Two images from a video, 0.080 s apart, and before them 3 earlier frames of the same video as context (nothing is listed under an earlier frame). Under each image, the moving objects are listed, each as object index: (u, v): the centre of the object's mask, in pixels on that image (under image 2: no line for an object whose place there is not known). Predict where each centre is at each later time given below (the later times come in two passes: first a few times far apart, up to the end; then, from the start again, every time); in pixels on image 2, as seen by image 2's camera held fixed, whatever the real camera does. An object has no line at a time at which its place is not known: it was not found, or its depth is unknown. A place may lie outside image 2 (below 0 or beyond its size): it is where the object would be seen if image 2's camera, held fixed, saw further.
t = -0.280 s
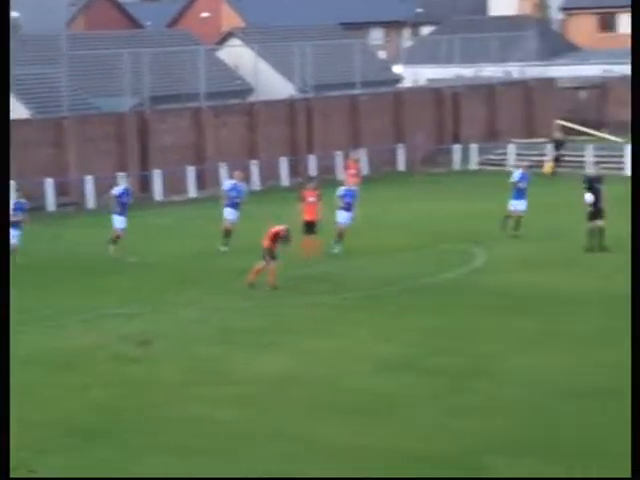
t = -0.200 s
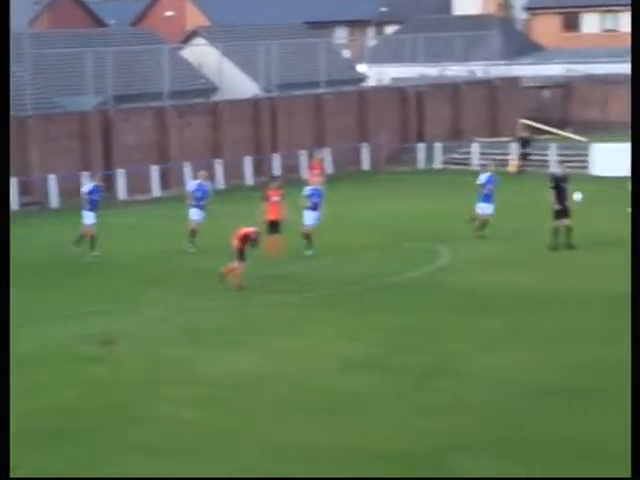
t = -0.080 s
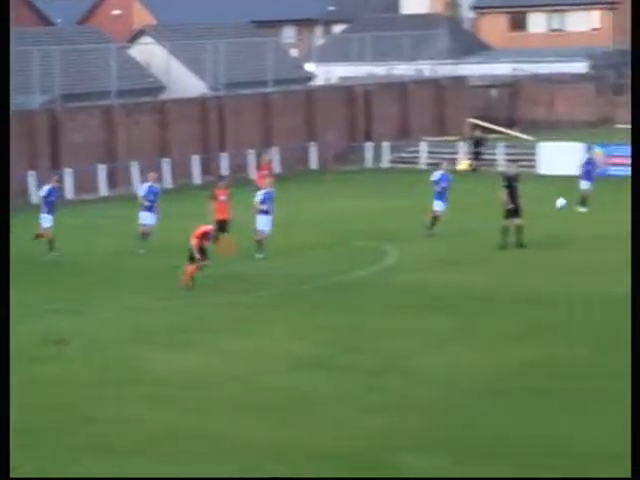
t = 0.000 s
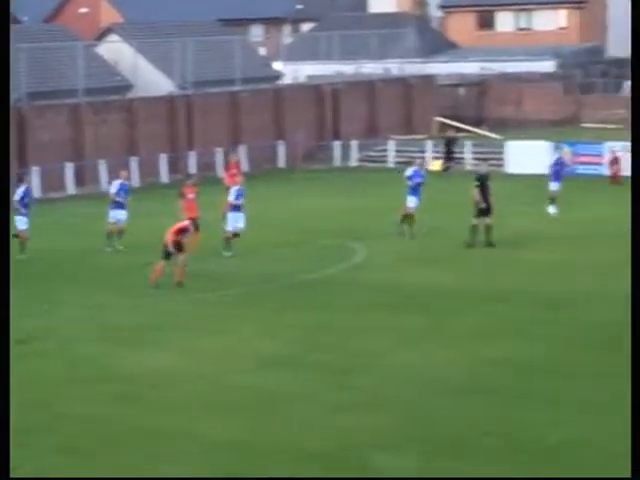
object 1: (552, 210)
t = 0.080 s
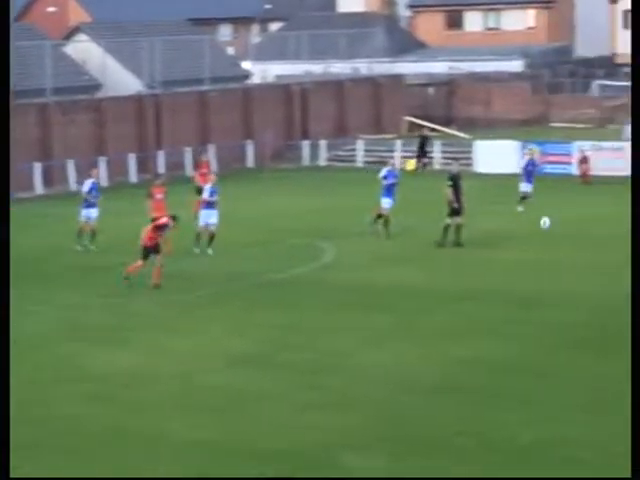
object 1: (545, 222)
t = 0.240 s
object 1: (592, 258)
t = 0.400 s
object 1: (632, 247)
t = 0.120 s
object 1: (557, 230)
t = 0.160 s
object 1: (569, 238)
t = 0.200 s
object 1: (581, 248)
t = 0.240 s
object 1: (592, 258)
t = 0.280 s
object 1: (604, 267)
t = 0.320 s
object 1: (613, 260)
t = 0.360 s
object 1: (623, 253)
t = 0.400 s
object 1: (632, 247)
